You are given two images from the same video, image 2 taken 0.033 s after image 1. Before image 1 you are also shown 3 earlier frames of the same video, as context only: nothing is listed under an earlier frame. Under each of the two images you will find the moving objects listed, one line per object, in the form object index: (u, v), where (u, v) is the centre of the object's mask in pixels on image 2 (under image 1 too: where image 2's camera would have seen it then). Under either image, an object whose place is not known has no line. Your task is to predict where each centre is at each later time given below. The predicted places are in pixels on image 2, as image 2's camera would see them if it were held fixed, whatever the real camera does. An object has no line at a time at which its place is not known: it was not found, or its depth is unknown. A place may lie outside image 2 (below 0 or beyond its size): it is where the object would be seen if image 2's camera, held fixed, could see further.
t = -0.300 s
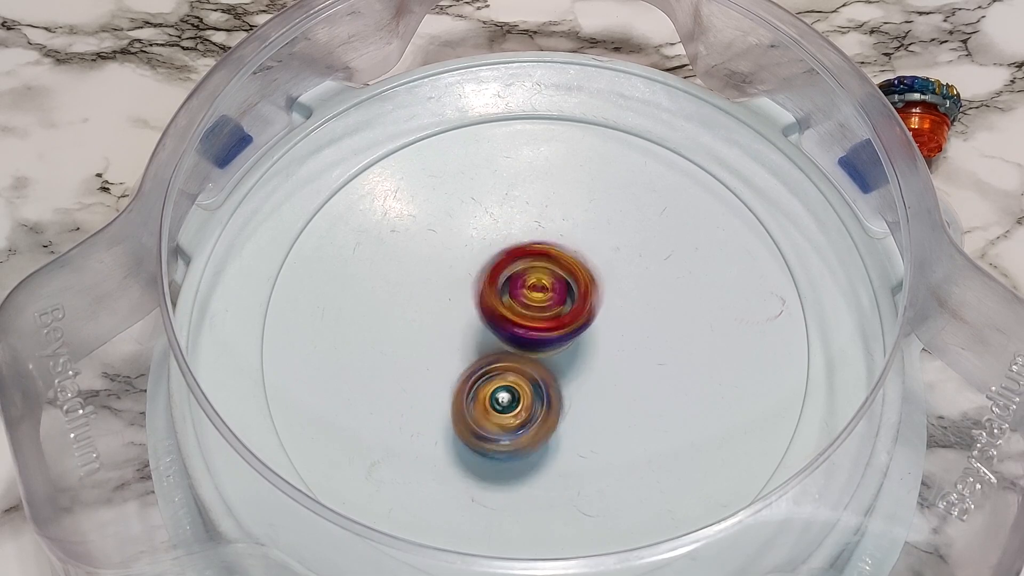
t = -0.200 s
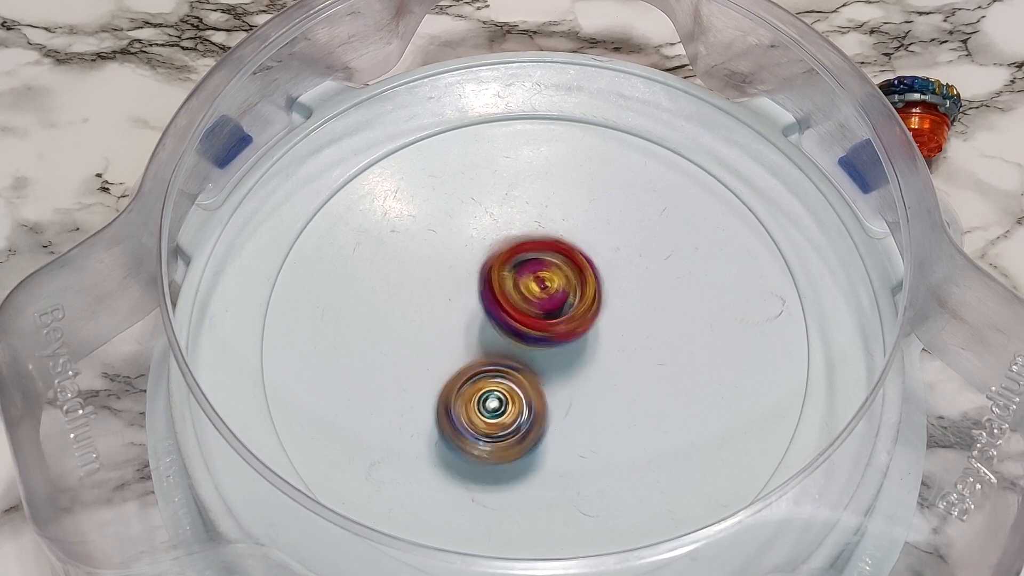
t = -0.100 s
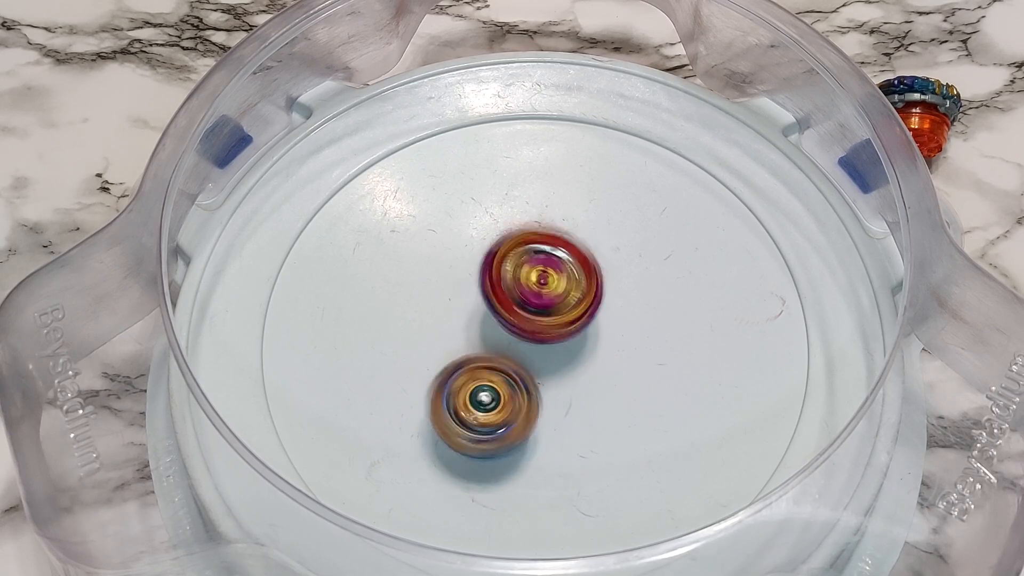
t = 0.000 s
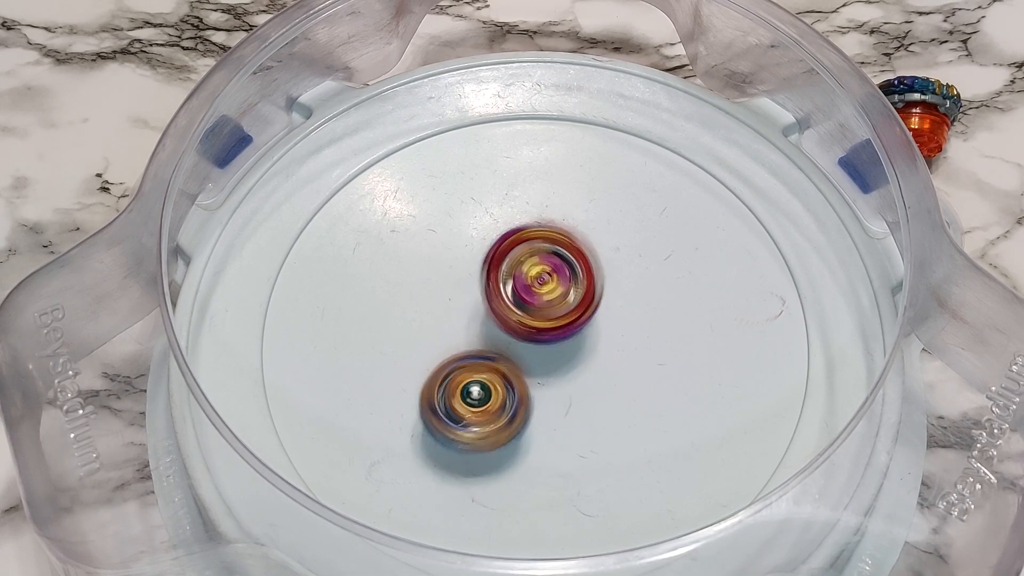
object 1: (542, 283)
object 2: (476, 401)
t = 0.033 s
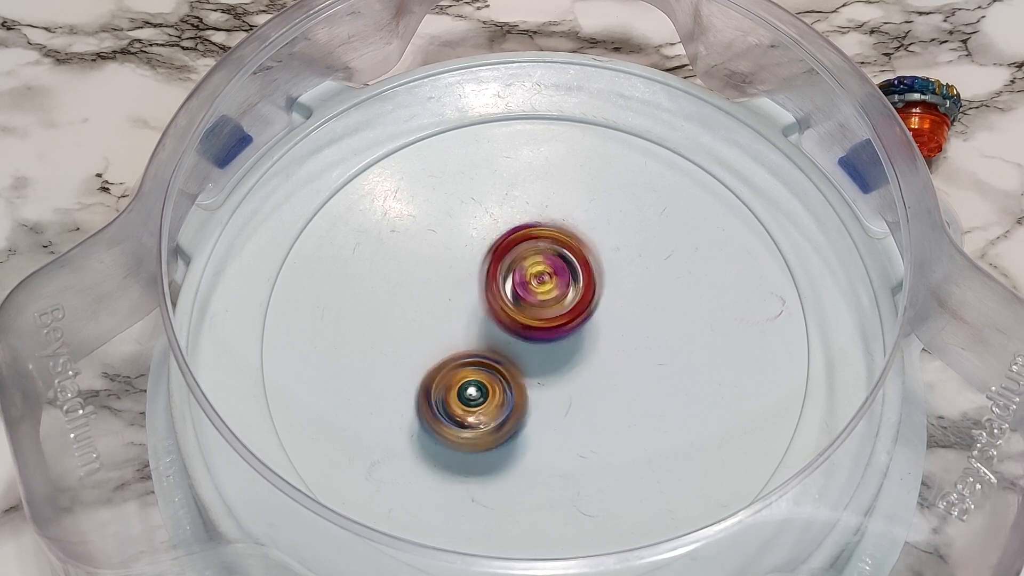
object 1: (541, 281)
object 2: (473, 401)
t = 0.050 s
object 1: (541, 282)
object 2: (471, 399)
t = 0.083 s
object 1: (541, 282)
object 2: (469, 398)
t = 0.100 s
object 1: (540, 282)
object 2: (468, 397)
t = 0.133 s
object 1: (540, 281)
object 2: (466, 395)
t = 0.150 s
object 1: (541, 281)
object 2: (465, 393)
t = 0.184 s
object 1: (542, 283)
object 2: (463, 392)
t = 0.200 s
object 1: (543, 284)
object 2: (463, 390)
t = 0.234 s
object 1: (543, 285)
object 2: (460, 388)
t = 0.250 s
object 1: (543, 287)
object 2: (459, 387)
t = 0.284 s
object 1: (543, 289)
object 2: (457, 385)
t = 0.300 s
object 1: (542, 290)
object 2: (457, 384)
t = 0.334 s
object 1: (541, 292)
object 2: (455, 381)
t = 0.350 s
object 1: (541, 295)
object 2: (455, 379)
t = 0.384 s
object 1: (540, 296)
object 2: (450, 380)
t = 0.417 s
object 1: (543, 294)
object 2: (444, 379)
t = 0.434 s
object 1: (543, 292)
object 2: (442, 380)
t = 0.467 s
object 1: (545, 293)
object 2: (440, 379)
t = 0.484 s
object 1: (545, 294)
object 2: (440, 379)
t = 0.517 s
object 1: (544, 293)
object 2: (442, 375)
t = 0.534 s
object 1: (544, 294)
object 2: (441, 373)
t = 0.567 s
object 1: (543, 294)
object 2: (441, 371)
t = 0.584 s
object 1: (541, 292)
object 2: (440, 369)
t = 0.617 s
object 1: (540, 292)
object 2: (439, 368)
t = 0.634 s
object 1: (539, 293)
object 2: (438, 366)
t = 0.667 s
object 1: (538, 292)
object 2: (437, 365)
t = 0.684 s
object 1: (537, 290)
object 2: (437, 364)
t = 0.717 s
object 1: (537, 289)
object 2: (437, 362)
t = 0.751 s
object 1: (536, 289)
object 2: (437, 359)
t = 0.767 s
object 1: (536, 289)
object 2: (437, 358)
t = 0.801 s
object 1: (536, 289)
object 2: (439, 355)
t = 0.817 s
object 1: (536, 289)
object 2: (439, 354)
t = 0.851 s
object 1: (539, 288)
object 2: (438, 354)
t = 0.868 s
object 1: (540, 289)
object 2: (439, 355)
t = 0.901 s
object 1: (543, 287)
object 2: (437, 357)
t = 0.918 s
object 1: (547, 285)
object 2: (436, 358)
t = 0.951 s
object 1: (551, 282)
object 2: (439, 359)
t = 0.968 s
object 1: (553, 281)
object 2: (440, 357)
